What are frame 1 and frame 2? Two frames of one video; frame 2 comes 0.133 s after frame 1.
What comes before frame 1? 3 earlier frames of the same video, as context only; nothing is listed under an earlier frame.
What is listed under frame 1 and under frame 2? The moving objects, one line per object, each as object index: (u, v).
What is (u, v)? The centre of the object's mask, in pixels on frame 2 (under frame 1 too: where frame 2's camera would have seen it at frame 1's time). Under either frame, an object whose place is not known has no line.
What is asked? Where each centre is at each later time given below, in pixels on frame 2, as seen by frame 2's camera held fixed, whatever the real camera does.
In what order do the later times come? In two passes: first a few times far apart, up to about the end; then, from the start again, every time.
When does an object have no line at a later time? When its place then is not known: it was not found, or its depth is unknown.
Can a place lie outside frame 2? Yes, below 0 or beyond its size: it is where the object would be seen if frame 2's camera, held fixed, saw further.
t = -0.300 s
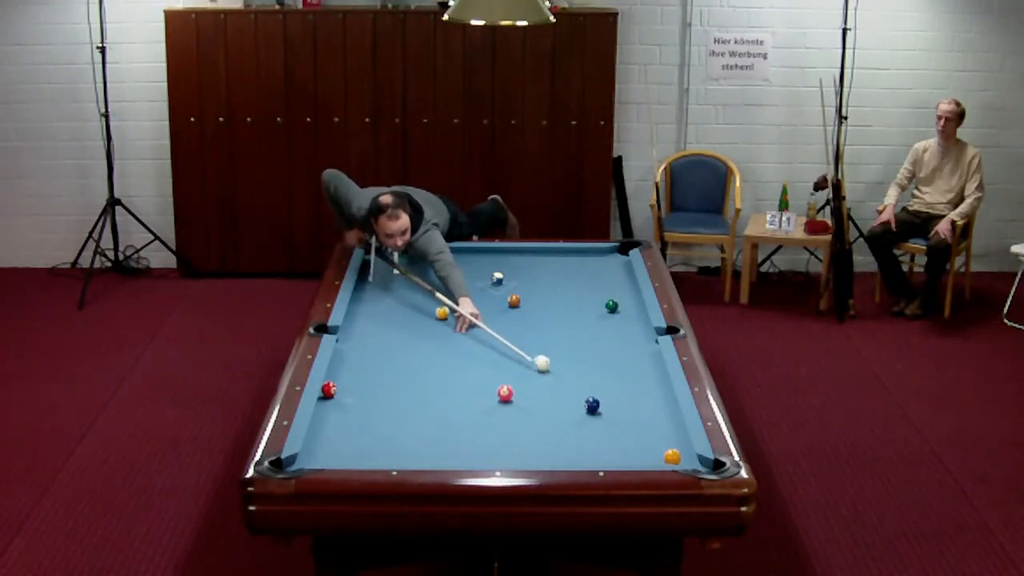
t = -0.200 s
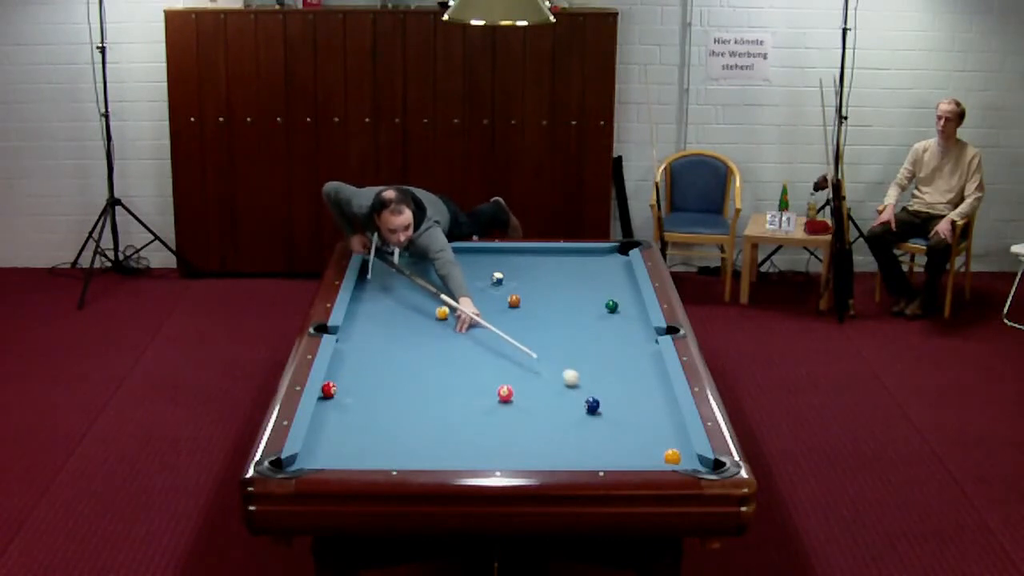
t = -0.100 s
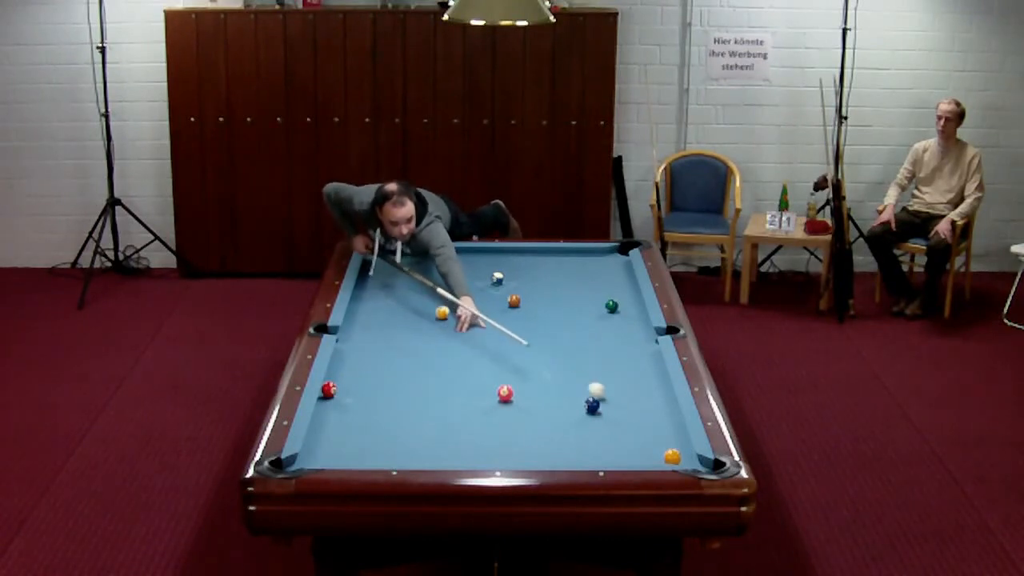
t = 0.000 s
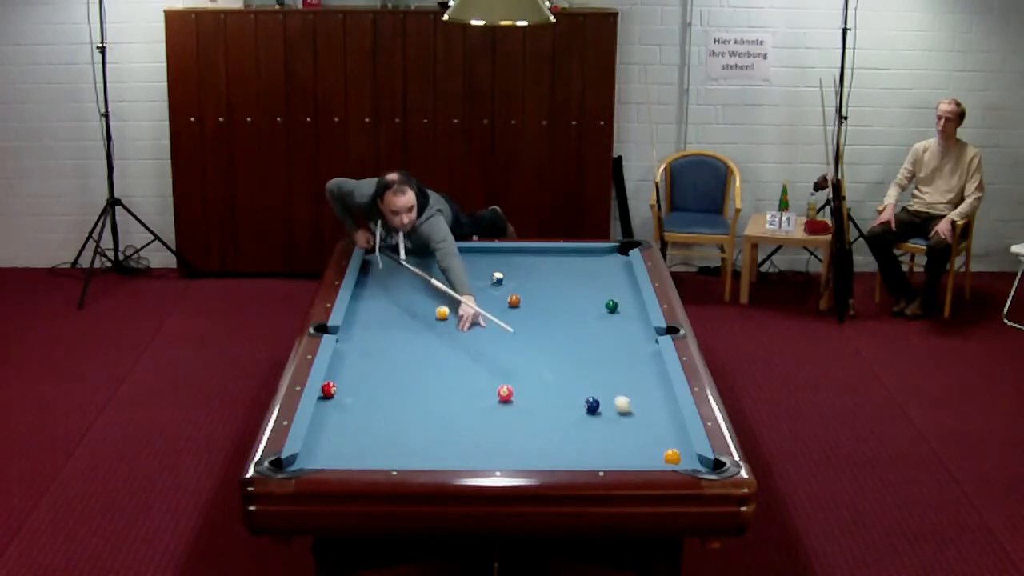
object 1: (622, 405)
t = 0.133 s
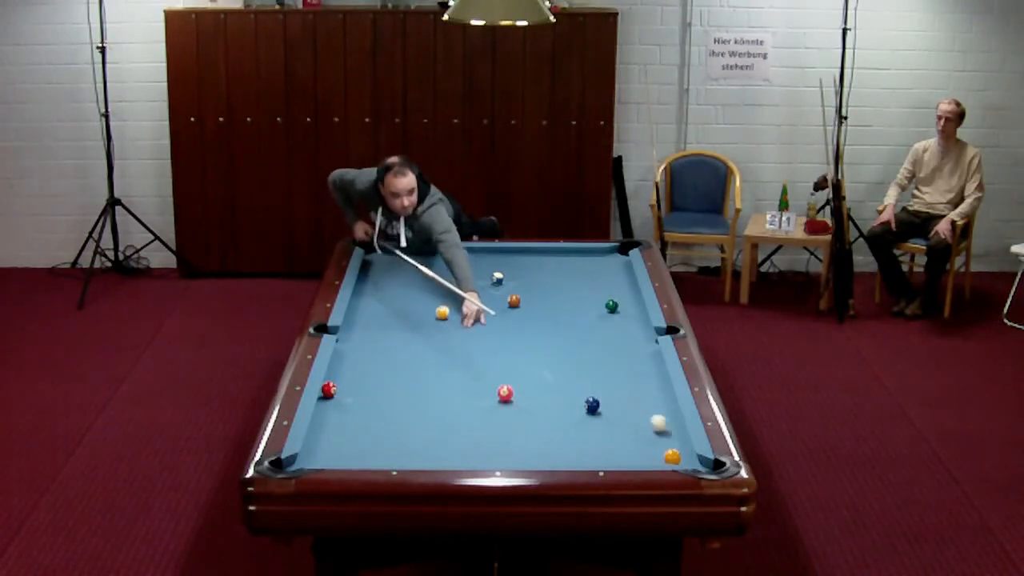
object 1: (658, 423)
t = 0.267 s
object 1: (674, 442)
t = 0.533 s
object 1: (639, 454)
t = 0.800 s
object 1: (599, 459)
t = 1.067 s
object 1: (552, 456)
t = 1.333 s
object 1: (510, 454)
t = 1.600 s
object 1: (468, 451)
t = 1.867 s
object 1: (429, 447)
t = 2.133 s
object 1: (393, 444)
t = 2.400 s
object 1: (358, 440)
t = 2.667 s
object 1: (325, 436)
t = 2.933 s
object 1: (323, 432)
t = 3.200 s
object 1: (339, 427)
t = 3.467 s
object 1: (353, 423)
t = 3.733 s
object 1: (365, 419)
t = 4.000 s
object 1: (376, 416)
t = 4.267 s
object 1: (386, 413)
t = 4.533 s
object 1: (394, 411)
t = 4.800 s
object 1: (400, 409)
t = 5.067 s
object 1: (405, 407)
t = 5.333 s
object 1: (409, 406)
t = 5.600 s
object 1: (411, 406)
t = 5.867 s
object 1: (412, 406)
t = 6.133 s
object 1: (413, 406)
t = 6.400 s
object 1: (413, 406)
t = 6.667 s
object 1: (413, 406)
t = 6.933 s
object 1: (413, 406)
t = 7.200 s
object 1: (413, 406)
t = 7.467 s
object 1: (413, 406)
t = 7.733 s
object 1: (413, 406)
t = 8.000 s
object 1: (413, 406)
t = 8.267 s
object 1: (413, 406)
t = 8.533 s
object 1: (413, 406)
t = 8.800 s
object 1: (413, 406)
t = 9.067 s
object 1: (413, 406)
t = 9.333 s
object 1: (413, 406)
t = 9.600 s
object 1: (413, 406)
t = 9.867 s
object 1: (413, 406)
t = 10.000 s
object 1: (413, 406)
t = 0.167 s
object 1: (668, 428)
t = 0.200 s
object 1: (678, 433)
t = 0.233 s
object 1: (678, 438)
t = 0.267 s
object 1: (674, 442)
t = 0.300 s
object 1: (671, 444)
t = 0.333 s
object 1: (666, 448)
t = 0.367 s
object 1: (661, 451)
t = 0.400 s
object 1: (657, 452)
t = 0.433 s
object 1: (652, 452)
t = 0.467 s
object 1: (648, 453)
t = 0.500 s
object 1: (644, 454)
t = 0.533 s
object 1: (639, 454)
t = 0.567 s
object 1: (634, 455)
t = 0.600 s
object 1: (630, 457)
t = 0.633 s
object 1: (625, 457)
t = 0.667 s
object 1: (621, 458)
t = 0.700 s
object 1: (616, 460)
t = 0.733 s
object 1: (610, 460)
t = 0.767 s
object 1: (605, 459)
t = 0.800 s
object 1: (599, 459)
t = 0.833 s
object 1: (593, 458)
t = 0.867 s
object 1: (587, 457)
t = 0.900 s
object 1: (581, 457)
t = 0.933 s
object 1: (575, 456)
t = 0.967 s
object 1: (569, 456)
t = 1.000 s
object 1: (564, 455)
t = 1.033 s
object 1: (558, 455)
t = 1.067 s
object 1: (552, 456)
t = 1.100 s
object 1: (547, 455)
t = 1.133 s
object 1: (541, 455)
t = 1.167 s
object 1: (536, 455)
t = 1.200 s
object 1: (531, 455)
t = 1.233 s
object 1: (526, 455)
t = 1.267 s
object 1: (520, 454)
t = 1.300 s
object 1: (515, 455)
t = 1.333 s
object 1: (510, 454)
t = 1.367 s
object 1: (504, 454)
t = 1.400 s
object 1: (499, 453)
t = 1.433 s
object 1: (494, 453)
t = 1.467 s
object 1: (489, 453)
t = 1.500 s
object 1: (484, 453)
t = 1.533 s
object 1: (478, 452)
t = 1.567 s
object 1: (473, 452)
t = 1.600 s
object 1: (468, 451)
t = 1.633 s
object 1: (463, 451)
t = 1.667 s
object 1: (458, 451)
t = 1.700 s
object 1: (453, 450)
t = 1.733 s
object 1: (448, 450)
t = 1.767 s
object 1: (444, 448)
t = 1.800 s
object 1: (439, 448)
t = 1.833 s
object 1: (434, 447)
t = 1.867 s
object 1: (429, 447)
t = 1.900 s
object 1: (425, 447)
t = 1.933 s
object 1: (420, 446)
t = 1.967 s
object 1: (415, 446)
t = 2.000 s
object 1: (411, 445)
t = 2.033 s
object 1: (406, 445)
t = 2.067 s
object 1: (401, 444)
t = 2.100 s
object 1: (397, 444)
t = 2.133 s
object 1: (393, 444)
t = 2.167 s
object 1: (388, 443)
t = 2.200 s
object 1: (383, 443)
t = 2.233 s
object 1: (379, 442)
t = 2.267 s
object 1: (375, 442)
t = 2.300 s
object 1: (371, 441)
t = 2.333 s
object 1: (366, 440)
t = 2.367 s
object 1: (362, 440)
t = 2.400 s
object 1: (358, 440)
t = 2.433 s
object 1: (354, 439)
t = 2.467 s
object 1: (350, 439)
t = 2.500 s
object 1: (346, 439)
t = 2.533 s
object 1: (341, 438)
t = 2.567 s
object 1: (337, 438)
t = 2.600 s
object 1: (333, 438)
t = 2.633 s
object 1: (330, 437)
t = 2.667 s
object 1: (325, 436)
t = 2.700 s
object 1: (321, 436)
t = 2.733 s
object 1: (318, 435)
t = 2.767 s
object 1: (314, 435)
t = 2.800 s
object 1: (315, 435)
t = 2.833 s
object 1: (317, 434)
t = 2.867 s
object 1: (319, 433)
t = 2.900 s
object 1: (321, 433)
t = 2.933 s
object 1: (323, 432)
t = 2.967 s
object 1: (325, 432)
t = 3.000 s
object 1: (328, 431)
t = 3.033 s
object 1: (330, 431)
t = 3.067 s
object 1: (332, 430)
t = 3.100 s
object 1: (334, 429)
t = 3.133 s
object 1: (335, 429)
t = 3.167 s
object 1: (337, 428)
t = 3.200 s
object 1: (339, 427)
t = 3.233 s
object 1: (341, 427)
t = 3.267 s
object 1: (343, 426)
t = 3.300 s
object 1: (345, 426)
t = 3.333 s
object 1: (347, 425)
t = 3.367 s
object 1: (348, 425)
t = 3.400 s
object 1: (350, 424)
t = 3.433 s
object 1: (351, 424)
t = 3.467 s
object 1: (353, 423)
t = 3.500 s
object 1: (355, 423)
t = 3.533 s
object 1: (357, 422)
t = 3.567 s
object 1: (358, 422)
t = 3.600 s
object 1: (360, 421)
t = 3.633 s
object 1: (361, 421)
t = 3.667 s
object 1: (363, 420)
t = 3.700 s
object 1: (364, 420)
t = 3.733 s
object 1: (365, 419)
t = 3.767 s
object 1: (367, 419)
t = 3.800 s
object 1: (368, 419)
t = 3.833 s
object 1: (370, 418)
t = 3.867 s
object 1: (371, 418)
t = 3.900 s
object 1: (373, 417)
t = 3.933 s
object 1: (374, 417)
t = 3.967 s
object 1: (375, 417)
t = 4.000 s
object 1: (376, 416)
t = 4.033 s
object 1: (378, 416)
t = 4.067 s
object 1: (379, 415)
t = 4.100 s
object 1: (380, 415)
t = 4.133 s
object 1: (381, 415)
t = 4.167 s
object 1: (383, 414)
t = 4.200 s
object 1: (384, 414)
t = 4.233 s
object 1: (385, 414)
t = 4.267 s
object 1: (386, 413)
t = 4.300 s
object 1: (387, 413)
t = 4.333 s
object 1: (388, 412)
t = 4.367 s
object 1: (389, 412)
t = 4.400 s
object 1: (390, 412)
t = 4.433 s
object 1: (391, 412)
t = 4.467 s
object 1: (392, 411)
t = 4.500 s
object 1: (392, 411)
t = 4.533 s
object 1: (394, 411)
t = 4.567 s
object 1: (394, 411)
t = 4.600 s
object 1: (395, 410)
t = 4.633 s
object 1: (396, 410)
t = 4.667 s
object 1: (397, 410)
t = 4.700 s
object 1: (398, 410)
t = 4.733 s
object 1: (399, 409)
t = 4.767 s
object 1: (400, 409)
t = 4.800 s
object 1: (400, 409)
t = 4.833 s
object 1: (401, 409)
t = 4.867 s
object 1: (402, 409)
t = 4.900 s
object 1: (402, 408)
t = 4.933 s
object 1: (403, 408)
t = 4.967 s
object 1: (403, 408)
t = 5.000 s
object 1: (404, 408)
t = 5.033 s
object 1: (405, 408)
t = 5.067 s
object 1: (405, 407)
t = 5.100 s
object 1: (406, 407)
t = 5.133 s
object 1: (406, 407)
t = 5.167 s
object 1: (407, 407)
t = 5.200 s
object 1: (407, 407)
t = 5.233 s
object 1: (408, 406)
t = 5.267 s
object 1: (408, 406)
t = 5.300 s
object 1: (409, 406)
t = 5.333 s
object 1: (409, 406)
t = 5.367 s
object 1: (409, 406)
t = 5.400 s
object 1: (410, 406)
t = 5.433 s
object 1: (410, 406)
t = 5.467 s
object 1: (410, 406)
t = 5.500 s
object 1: (411, 406)
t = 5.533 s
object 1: (411, 406)
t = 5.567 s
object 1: (411, 406)
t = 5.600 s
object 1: (411, 406)
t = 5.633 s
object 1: (412, 406)
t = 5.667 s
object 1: (412, 406)
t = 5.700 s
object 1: (412, 406)
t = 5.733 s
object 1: (412, 406)
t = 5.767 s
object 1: (412, 406)
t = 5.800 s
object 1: (412, 406)
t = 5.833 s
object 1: (412, 406)
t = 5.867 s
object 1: (412, 406)
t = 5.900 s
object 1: (413, 406)
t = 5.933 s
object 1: (413, 406)
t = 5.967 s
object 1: (413, 406)
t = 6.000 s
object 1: (413, 406)
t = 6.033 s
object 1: (413, 406)
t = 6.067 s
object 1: (413, 406)
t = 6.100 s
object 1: (413, 406)
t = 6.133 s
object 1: (413, 406)
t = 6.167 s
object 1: (413, 406)
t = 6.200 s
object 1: (413, 406)
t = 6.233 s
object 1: (413, 406)
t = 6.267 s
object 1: (413, 406)
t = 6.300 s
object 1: (413, 406)
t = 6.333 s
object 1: (413, 406)
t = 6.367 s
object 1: (413, 406)
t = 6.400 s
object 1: (413, 406)
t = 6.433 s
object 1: (413, 406)
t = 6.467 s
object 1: (413, 406)
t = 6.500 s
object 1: (413, 405)
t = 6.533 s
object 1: (413, 405)
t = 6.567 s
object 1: (413, 405)
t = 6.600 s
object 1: (413, 406)
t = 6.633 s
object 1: (413, 406)
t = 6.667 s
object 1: (413, 406)
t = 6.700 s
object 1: (413, 406)
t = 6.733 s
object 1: (413, 406)
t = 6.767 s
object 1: (413, 406)
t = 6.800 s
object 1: (413, 406)
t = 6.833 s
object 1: (413, 406)
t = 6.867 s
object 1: (413, 406)
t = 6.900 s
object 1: (413, 406)
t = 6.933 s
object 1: (413, 406)
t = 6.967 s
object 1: (413, 406)
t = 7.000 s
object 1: (413, 406)
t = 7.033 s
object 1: (413, 406)
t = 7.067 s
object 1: (413, 406)
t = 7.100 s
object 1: (413, 406)
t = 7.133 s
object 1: (413, 406)
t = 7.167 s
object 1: (413, 406)
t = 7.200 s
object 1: (413, 406)
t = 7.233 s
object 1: (413, 406)
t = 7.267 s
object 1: (413, 406)
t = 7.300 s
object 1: (413, 406)
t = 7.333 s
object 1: (413, 406)
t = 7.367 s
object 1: (413, 406)
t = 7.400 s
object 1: (413, 406)
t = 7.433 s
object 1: (413, 406)
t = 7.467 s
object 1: (413, 406)
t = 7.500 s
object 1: (413, 406)
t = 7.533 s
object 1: (413, 406)
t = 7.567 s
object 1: (413, 406)
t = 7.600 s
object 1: (413, 406)
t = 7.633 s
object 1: (413, 406)
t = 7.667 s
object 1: (413, 406)
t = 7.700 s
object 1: (413, 406)
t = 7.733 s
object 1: (413, 406)
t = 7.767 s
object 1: (413, 406)
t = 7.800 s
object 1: (413, 406)
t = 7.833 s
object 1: (413, 406)
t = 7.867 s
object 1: (413, 406)
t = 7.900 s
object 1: (413, 406)
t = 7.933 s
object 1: (413, 406)
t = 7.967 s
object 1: (413, 406)
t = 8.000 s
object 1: (413, 406)
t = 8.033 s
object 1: (413, 406)
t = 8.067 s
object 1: (413, 406)
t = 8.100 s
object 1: (413, 406)
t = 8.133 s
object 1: (413, 406)
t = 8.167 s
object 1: (413, 406)
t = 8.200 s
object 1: (413, 406)
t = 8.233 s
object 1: (413, 406)
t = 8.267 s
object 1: (413, 406)
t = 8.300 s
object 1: (413, 406)
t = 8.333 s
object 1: (413, 406)
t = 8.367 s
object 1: (413, 406)
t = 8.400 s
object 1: (413, 406)
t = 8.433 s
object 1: (413, 406)
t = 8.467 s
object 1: (413, 406)
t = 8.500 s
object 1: (413, 406)
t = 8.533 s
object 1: (413, 406)
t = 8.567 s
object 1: (413, 406)
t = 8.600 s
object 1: (413, 406)
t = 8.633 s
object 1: (413, 406)
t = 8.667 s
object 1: (413, 406)
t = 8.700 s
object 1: (413, 406)
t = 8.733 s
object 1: (413, 406)
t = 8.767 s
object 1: (413, 406)
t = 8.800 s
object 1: (413, 406)
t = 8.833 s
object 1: (413, 406)
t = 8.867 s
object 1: (413, 406)
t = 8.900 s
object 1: (413, 406)
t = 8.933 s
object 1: (413, 406)
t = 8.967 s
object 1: (413, 406)
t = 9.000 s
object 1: (413, 406)
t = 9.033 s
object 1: (413, 406)
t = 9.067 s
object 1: (413, 406)
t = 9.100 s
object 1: (413, 406)
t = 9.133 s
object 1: (413, 406)
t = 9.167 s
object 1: (413, 406)
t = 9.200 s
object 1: (413, 406)
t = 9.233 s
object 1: (413, 406)
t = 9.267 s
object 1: (413, 406)
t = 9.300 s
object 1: (413, 406)
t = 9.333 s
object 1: (413, 406)
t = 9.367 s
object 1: (413, 406)
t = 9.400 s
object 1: (413, 406)
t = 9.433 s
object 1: (413, 406)
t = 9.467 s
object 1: (413, 406)
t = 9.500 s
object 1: (413, 406)
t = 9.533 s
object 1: (413, 406)
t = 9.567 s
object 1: (413, 406)
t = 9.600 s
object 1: (413, 406)
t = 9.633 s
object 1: (413, 406)
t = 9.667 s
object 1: (413, 406)
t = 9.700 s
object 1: (413, 406)
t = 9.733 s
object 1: (413, 406)
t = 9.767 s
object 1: (413, 406)
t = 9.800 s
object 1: (413, 406)
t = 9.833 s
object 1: (413, 406)
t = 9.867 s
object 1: (413, 406)
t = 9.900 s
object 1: (413, 406)
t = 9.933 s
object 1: (413, 406)
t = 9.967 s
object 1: (413, 406)
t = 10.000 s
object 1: (413, 406)
